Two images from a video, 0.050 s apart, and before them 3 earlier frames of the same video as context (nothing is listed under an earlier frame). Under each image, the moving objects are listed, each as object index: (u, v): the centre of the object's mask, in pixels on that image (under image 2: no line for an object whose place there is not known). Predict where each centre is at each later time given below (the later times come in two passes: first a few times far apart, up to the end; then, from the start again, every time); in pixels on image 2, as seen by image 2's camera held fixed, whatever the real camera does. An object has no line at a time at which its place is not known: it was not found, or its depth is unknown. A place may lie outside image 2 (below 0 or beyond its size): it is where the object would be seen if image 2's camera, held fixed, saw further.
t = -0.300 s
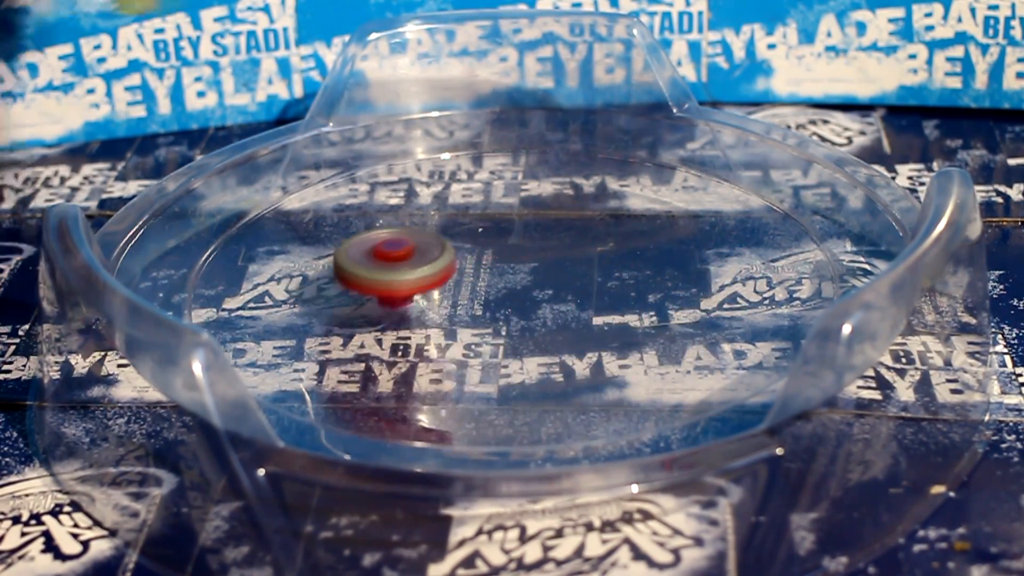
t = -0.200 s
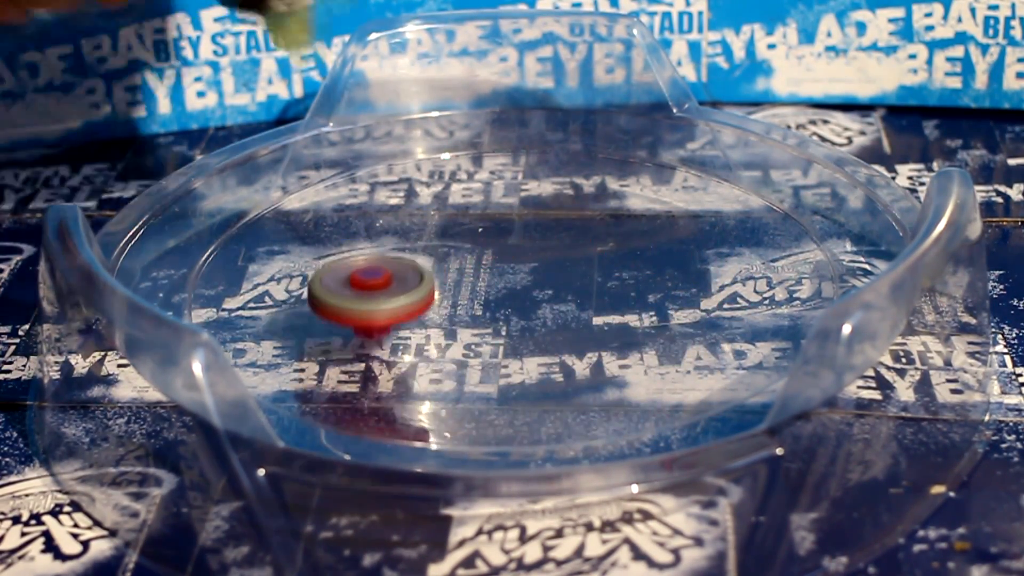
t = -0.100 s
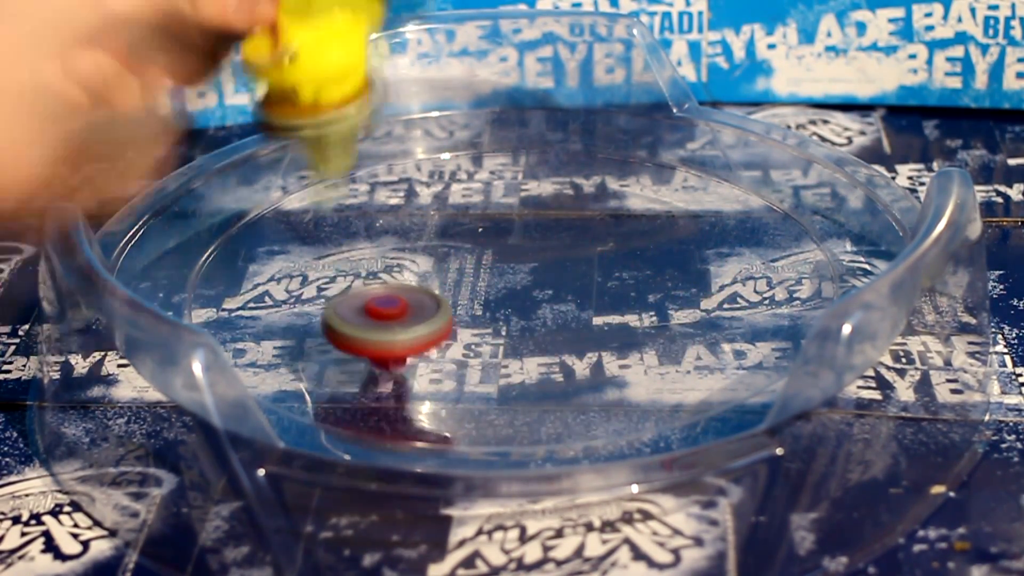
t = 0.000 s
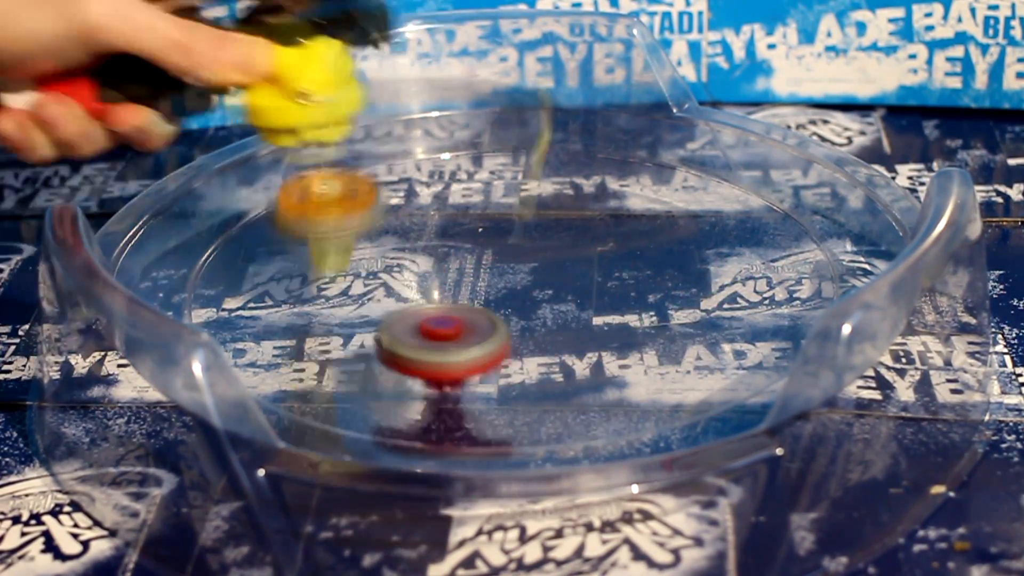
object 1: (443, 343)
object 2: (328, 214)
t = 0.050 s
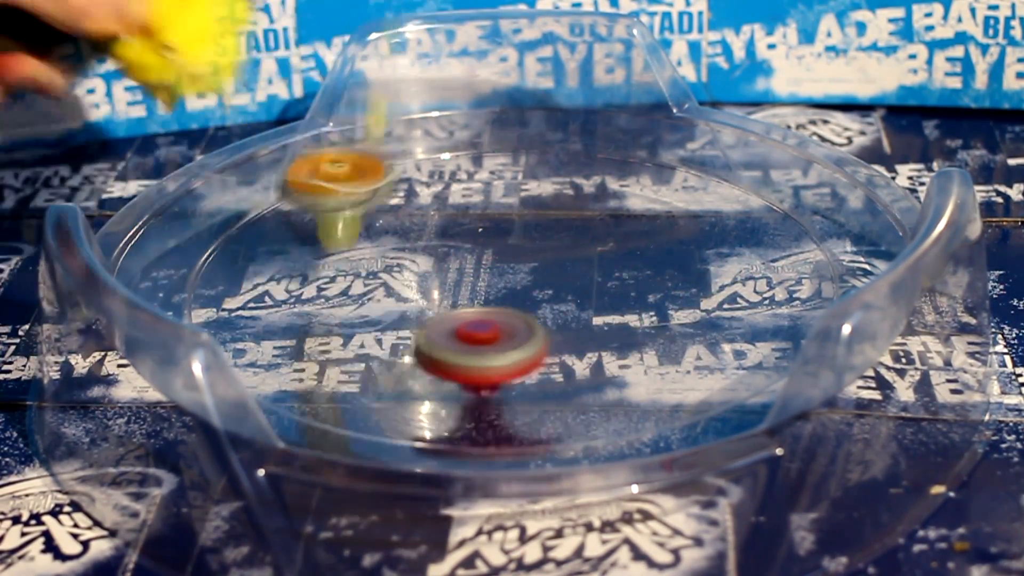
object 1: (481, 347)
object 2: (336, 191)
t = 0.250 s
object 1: (609, 314)
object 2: (454, 208)
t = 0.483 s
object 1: (779, 272)
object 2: (377, 190)
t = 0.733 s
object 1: (750, 235)
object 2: (265, 244)
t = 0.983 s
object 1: (559, 200)
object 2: (479, 333)
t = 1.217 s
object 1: (409, 258)
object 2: (689, 243)
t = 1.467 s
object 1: (463, 338)
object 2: (581, 130)
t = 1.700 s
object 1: (636, 326)
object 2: (412, 151)
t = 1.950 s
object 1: (664, 248)
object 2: (382, 278)
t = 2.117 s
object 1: (558, 224)
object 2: (538, 323)
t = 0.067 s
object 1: (494, 347)
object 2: (345, 178)
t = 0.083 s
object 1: (507, 347)
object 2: (354, 172)
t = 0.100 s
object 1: (520, 346)
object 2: (361, 171)
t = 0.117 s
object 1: (532, 344)
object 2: (369, 177)
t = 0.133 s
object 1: (545, 342)
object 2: (379, 189)
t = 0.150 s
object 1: (557, 339)
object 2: (389, 202)
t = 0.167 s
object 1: (568, 336)
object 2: (399, 194)
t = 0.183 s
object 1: (578, 332)
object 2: (409, 191)
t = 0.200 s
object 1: (588, 328)
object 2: (421, 192)
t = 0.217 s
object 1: (596, 323)
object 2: (431, 200)
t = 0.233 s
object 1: (603, 319)
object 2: (444, 209)
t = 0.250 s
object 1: (609, 314)
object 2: (454, 208)
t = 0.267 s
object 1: (614, 309)
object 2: (463, 211)
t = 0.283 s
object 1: (618, 304)
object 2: (475, 218)
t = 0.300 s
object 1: (621, 298)
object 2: (484, 221)
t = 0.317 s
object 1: (623, 293)
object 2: (492, 226)
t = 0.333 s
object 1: (623, 287)
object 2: (500, 230)
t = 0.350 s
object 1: (622, 282)
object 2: (508, 234)
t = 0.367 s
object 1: (621, 277)
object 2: (512, 237)
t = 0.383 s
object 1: (643, 276)
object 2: (497, 232)
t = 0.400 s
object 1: (669, 277)
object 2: (472, 223)
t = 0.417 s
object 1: (695, 277)
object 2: (451, 215)
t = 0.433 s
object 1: (720, 277)
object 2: (429, 208)
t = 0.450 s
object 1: (742, 275)
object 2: (411, 201)
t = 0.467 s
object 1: (762, 273)
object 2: (394, 194)
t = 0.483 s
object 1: (779, 272)
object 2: (377, 190)
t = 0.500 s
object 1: (792, 270)
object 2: (362, 187)
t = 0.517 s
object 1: (803, 268)
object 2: (348, 185)
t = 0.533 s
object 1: (811, 264)
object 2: (334, 185)
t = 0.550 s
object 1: (816, 262)
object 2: (323, 186)
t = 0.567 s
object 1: (816, 261)
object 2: (312, 188)
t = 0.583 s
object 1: (813, 261)
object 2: (302, 190)
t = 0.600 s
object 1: (810, 259)
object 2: (293, 194)
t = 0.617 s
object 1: (806, 257)
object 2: (285, 198)
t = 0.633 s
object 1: (799, 255)
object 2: (278, 203)
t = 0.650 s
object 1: (792, 252)
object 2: (273, 208)
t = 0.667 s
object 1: (785, 249)
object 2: (268, 215)
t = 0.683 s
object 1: (777, 246)
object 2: (265, 221)
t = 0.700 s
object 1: (769, 243)
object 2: (263, 228)
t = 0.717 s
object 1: (759, 239)
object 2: (263, 235)
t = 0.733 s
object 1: (750, 235)
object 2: (265, 244)
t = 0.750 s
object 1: (740, 232)
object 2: (268, 251)
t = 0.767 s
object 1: (729, 228)
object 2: (272, 259)
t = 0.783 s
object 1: (718, 224)
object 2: (278, 267)
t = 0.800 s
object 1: (707, 221)
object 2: (287, 276)
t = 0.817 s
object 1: (695, 217)
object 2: (297, 284)
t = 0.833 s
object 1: (683, 214)
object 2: (309, 292)
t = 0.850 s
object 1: (670, 211)
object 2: (323, 300)
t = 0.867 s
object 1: (657, 208)
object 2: (338, 307)
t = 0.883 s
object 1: (643, 205)
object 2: (354, 313)
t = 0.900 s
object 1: (629, 203)
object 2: (372, 319)
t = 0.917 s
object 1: (616, 201)
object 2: (392, 325)
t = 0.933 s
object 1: (602, 200)
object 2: (412, 327)
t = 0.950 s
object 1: (588, 199)
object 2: (434, 330)
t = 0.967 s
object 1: (573, 199)
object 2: (457, 332)
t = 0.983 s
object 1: (559, 200)
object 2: (479, 333)
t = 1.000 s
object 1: (545, 200)
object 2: (501, 332)
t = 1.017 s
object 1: (531, 202)
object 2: (522, 331)
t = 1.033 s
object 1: (517, 205)
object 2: (543, 328)
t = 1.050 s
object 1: (504, 207)
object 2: (563, 324)
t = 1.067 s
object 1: (490, 211)
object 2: (582, 319)
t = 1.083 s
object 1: (478, 215)
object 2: (602, 313)
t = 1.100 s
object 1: (467, 219)
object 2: (618, 306)
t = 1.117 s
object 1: (456, 223)
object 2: (634, 299)
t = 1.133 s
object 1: (446, 229)
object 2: (648, 290)
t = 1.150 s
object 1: (437, 235)
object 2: (659, 281)
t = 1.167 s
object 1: (429, 240)
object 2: (670, 272)
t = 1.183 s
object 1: (421, 246)
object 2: (678, 262)
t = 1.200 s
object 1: (415, 251)
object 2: (685, 253)
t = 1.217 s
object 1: (409, 258)
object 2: (689, 243)
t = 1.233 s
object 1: (405, 264)
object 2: (692, 233)
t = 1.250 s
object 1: (402, 271)
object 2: (694, 223)
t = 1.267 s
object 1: (400, 277)
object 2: (692, 213)
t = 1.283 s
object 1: (399, 284)
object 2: (688, 202)
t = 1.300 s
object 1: (399, 289)
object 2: (684, 193)
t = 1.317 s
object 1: (401, 295)
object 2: (678, 183)
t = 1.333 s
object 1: (404, 302)
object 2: (670, 175)
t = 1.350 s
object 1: (407, 307)
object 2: (662, 167)
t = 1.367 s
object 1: (413, 313)
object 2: (650, 159)
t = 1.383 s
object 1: (419, 318)
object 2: (639, 152)
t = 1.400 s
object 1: (426, 323)
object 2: (629, 147)
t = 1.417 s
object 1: (434, 328)
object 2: (618, 142)
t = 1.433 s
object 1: (443, 332)
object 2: (606, 138)
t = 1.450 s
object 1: (453, 335)
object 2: (594, 134)
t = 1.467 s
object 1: (463, 338)
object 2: (581, 130)
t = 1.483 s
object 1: (474, 340)
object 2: (569, 128)
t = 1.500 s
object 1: (486, 343)
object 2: (555, 126)
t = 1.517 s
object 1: (498, 344)
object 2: (542, 125)
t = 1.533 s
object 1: (510, 345)
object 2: (530, 124)
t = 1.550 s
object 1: (523, 346)
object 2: (516, 124)
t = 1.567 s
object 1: (536, 346)
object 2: (504, 125)
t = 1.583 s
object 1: (549, 345)
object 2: (491, 126)
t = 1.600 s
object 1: (563, 344)
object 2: (479, 127)
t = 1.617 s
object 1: (575, 342)
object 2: (467, 130)
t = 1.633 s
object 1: (588, 340)
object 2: (455, 133)
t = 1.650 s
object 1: (601, 337)
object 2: (442, 137)
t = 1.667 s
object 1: (613, 334)
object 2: (431, 141)
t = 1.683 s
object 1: (625, 330)
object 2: (421, 146)
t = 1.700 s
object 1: (636, 326)
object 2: (412, 151)
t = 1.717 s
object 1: (646, 322)
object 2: (402, 157)
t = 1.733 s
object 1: (655, 317)
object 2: (394, 164)
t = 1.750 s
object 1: (662, 312)
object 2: (385, 172)
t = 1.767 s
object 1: (669, 307)
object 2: (378, 180)
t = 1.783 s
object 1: (675, 302)
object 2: (371, 188)
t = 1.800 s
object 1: (680, 296)
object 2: (366, 197)
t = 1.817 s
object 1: (683, 290)
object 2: (362, 207)
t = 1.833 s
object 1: (684, 284)
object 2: (360, 215)
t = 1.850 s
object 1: (685, 278)
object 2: (357, 225)
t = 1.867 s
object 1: (685, 273)
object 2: (357, 235)
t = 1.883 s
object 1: (683, 267)
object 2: (357, 244)
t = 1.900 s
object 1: (680, 262)
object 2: (361, 252)
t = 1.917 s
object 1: (676, 257)
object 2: (367, 262)
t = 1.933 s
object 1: (670, 252)
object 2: (374, 270)
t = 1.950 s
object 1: (664, 248)
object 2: (382, 278)
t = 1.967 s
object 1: (657, 244)
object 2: (393, 286)
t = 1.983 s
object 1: (648, 240)
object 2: (404, 294)
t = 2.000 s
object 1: (639, 236)
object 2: (417, 300)
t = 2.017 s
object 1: (630, 233)
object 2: (432, 306)
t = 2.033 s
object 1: (619, 230)
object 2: (447, 311)
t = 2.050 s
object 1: (608, 228)
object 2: (464, 315)
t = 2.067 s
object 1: (596, 227)
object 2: (481, 319)
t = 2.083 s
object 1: (583, 225)
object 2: (501, 321)
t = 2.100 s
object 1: (571, 225)
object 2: (519, 322)
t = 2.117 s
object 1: (558, 224)
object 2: (538, 323)
